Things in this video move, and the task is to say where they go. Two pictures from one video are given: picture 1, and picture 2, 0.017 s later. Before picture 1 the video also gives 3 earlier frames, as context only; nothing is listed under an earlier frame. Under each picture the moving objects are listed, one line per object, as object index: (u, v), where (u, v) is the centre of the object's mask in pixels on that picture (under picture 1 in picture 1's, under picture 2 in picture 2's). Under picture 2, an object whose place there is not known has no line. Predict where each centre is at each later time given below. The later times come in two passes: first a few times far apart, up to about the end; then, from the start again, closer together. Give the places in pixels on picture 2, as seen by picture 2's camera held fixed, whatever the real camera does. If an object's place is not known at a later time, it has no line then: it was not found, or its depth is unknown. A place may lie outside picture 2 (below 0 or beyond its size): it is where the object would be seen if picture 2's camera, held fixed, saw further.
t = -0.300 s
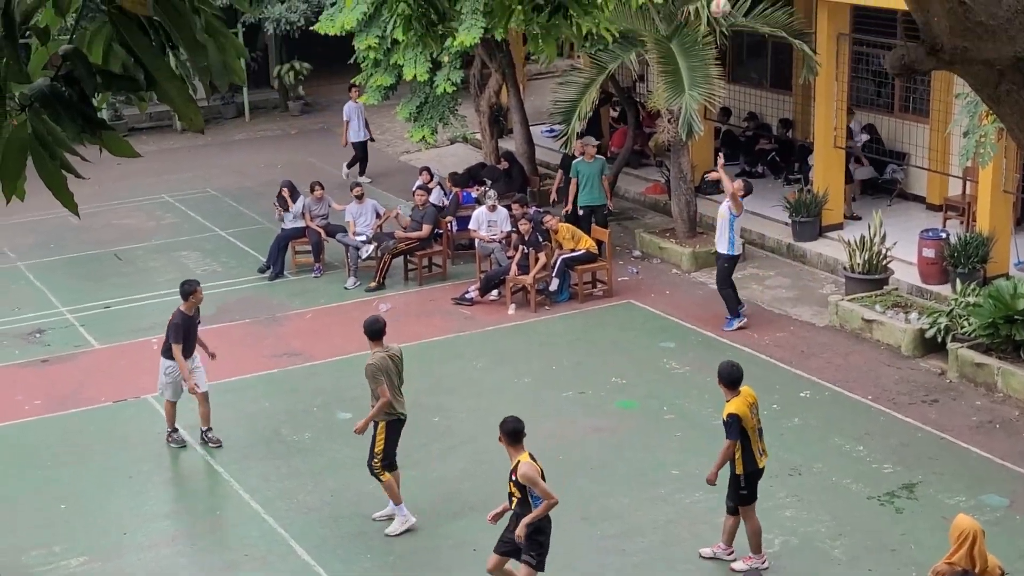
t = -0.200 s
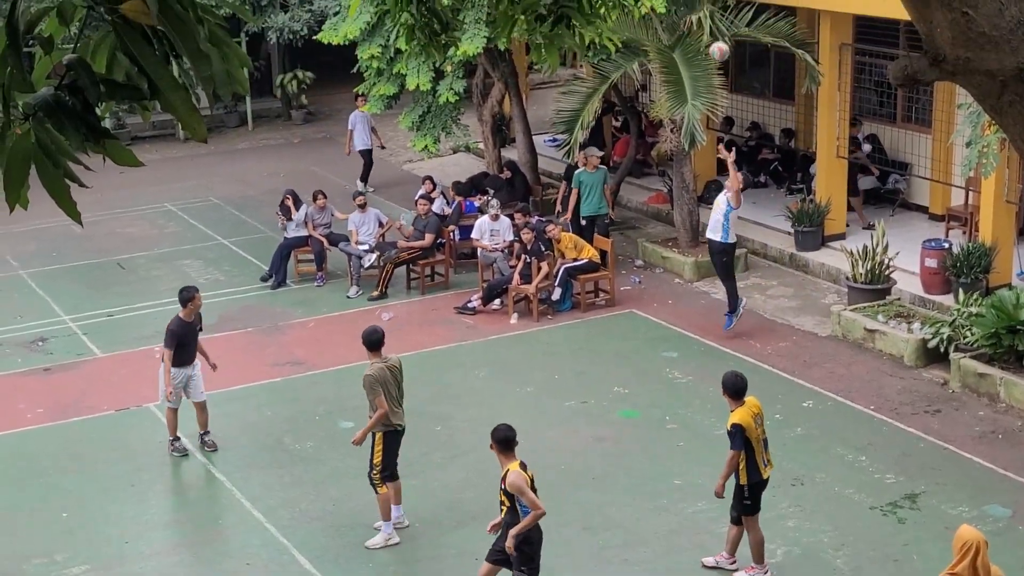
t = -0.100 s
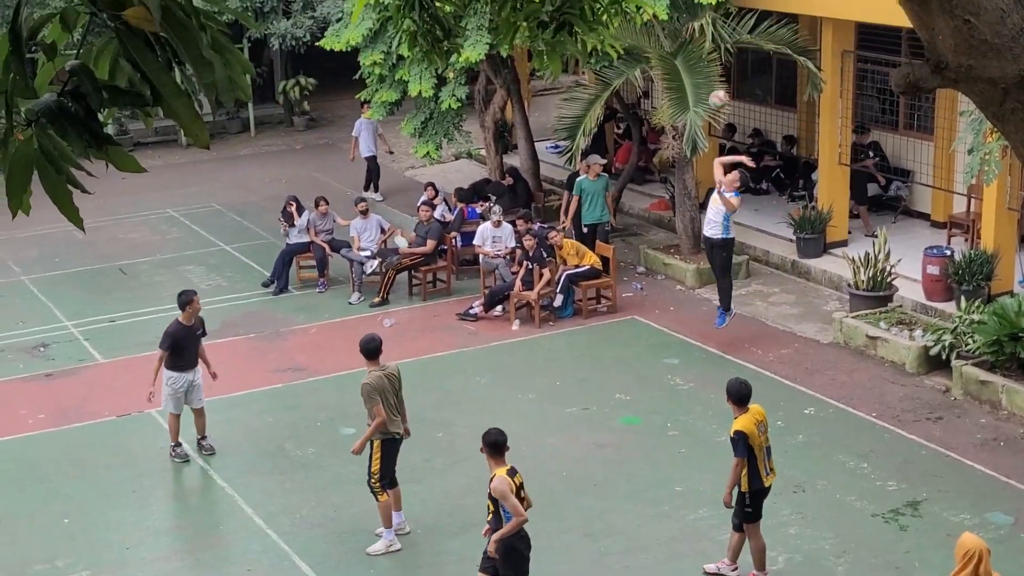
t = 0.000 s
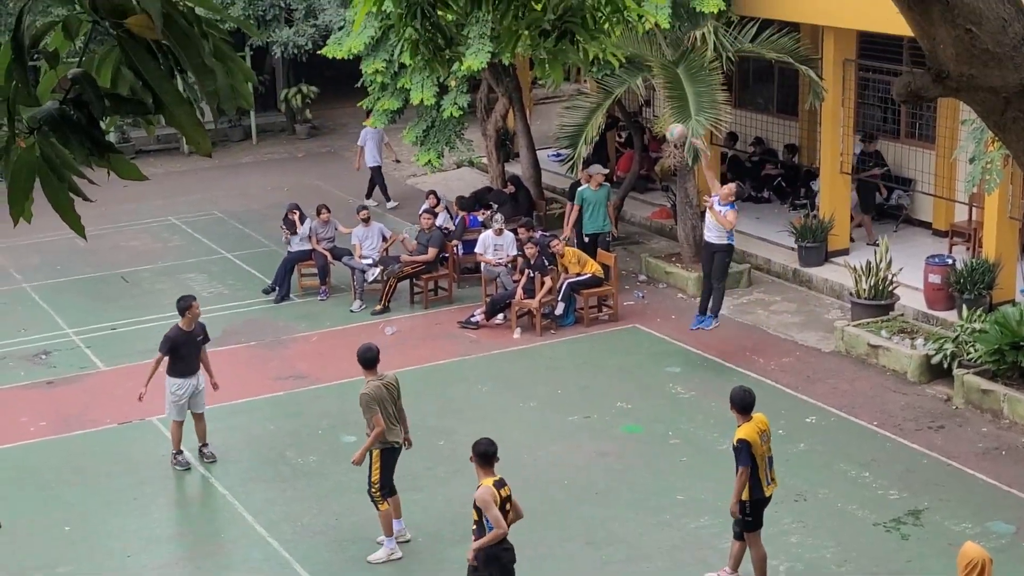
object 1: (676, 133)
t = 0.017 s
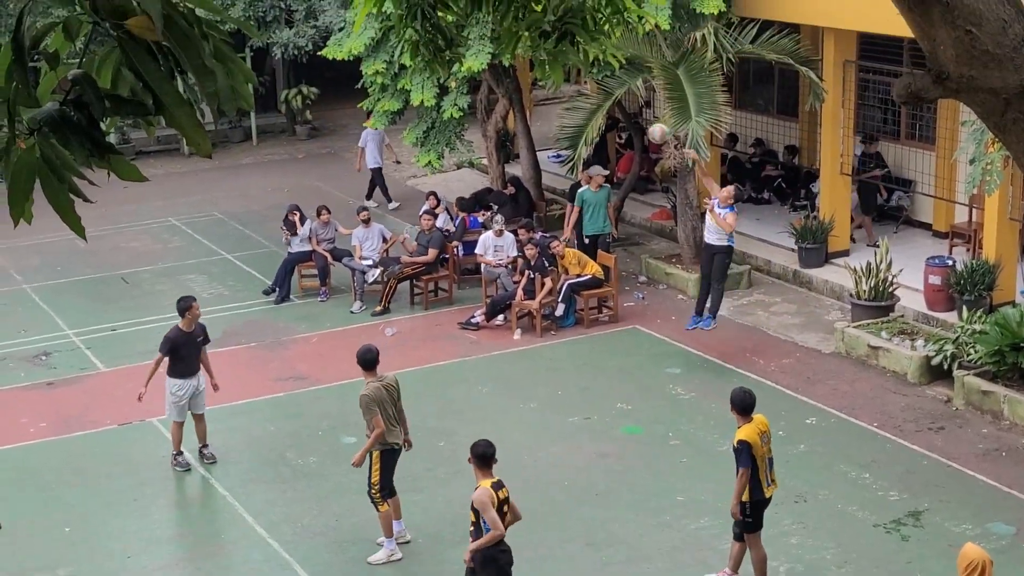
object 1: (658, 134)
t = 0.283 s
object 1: (327, 161)
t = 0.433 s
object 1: (102, 226)
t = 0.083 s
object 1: (584, 132)
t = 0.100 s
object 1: (564, 132)
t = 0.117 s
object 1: (545, 132)
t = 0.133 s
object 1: (524, 133)
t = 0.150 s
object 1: (504, 135)
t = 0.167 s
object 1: (484, 135)
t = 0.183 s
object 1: (462, 139)
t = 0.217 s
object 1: (418, 145)
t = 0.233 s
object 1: (397, 148)
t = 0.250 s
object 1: (373, 152)
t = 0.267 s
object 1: (351, 156)
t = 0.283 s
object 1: (327, 161)
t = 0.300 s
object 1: (304, 166)
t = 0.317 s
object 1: (280, 172)
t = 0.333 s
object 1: (255, 178)
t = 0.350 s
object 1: (230, 185)
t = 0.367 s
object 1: (206, 192)
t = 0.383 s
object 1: (180, 200)
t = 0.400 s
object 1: (155, 208)
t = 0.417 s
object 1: (128, 216)
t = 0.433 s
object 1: (102, 226)
